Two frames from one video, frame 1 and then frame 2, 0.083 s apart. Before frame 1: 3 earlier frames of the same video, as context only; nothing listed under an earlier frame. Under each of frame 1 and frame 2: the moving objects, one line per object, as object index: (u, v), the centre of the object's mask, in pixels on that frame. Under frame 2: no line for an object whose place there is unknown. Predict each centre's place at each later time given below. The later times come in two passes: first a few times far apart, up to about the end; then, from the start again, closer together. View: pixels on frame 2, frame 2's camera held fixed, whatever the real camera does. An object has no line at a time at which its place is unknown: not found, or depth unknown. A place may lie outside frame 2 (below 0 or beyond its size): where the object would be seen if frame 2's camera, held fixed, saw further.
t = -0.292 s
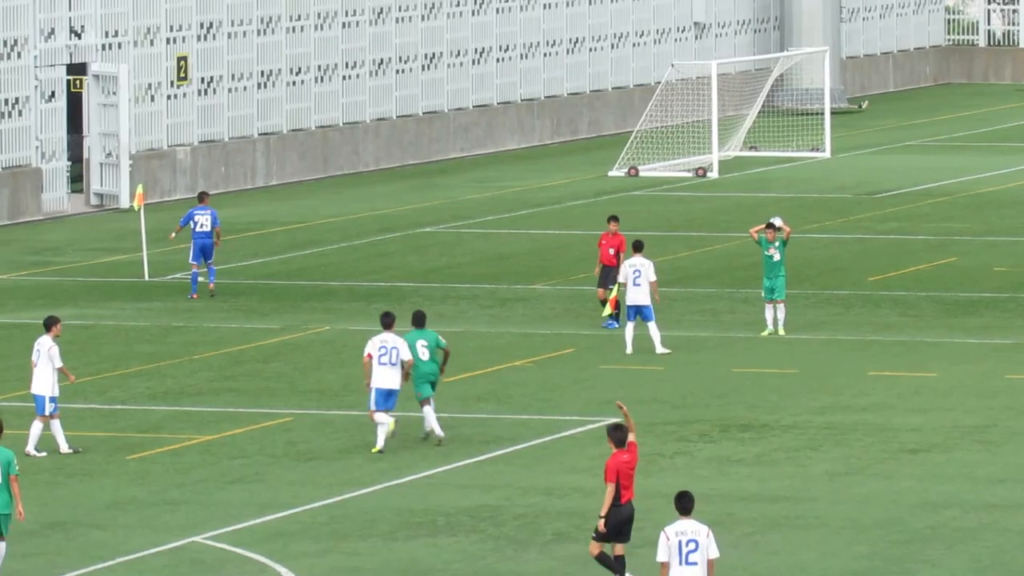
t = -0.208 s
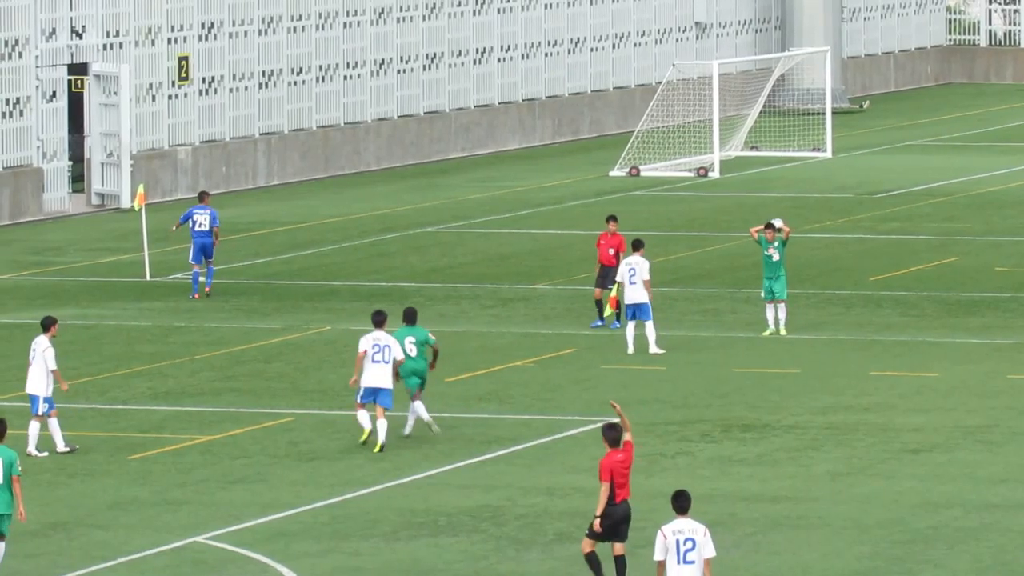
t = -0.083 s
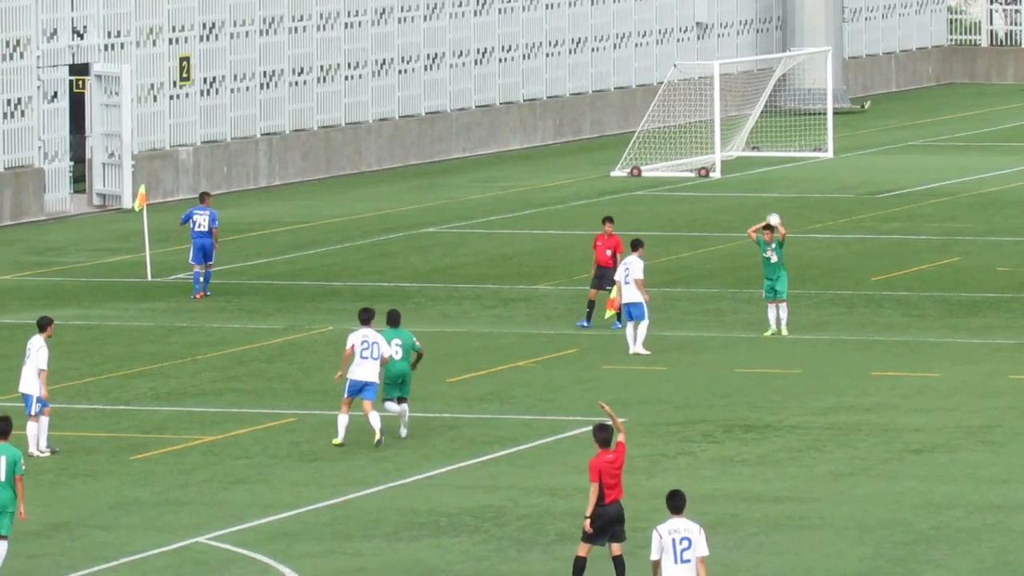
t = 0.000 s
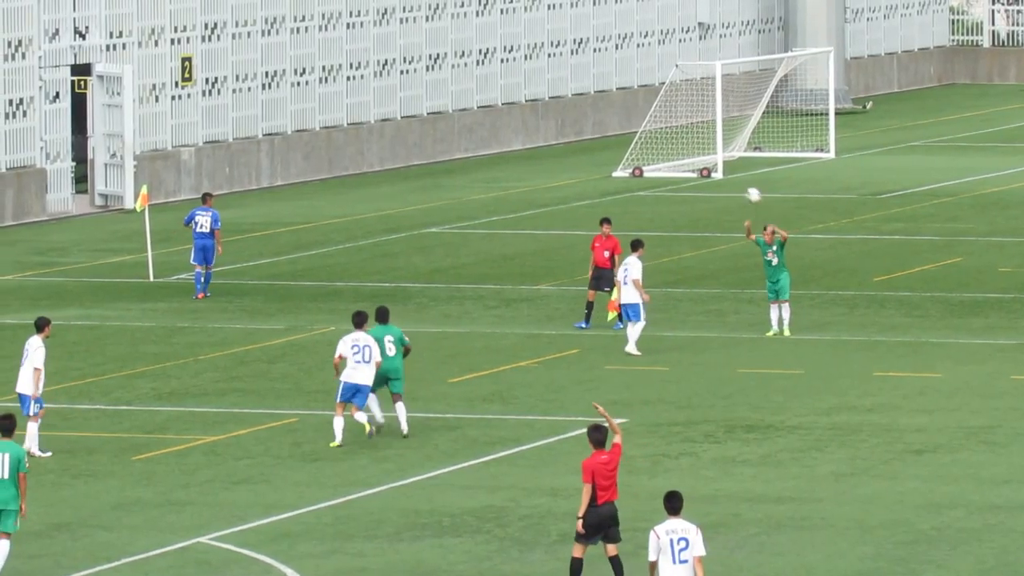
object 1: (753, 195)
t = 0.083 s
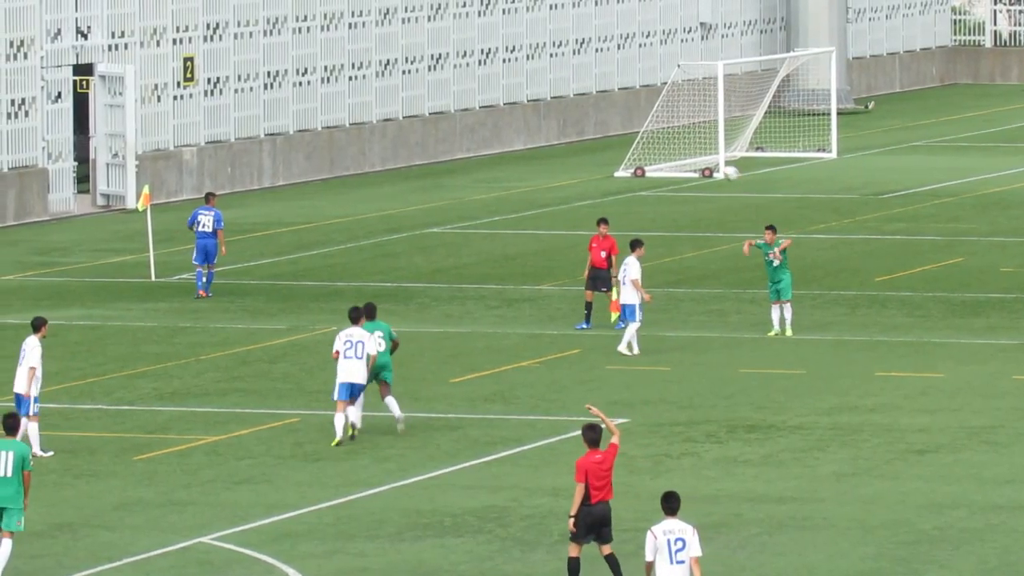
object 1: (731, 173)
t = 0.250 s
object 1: (681, 141)
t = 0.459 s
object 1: (619, 126)
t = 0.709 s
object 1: (545, 146)
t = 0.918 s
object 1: (484, 195)
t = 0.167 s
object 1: (705, 154)
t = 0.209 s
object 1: (693, 147)
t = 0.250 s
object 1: (681, 141)
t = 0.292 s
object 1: (669, 135)
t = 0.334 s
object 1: (657, 131)
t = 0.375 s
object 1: (644, 128)
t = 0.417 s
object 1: (632, 127)
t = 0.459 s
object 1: (619, 126)
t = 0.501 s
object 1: (607, 126)
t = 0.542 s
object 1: (595, 128)
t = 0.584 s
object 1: (583, 131)
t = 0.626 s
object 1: (570, 134)
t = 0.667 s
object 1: (558, 140)
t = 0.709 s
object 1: (545, 146)
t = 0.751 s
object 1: (533, 153)
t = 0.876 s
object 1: (496, 183)
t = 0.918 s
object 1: (484, 195)
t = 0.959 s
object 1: (471, 209)
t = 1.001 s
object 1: (458, 223)
